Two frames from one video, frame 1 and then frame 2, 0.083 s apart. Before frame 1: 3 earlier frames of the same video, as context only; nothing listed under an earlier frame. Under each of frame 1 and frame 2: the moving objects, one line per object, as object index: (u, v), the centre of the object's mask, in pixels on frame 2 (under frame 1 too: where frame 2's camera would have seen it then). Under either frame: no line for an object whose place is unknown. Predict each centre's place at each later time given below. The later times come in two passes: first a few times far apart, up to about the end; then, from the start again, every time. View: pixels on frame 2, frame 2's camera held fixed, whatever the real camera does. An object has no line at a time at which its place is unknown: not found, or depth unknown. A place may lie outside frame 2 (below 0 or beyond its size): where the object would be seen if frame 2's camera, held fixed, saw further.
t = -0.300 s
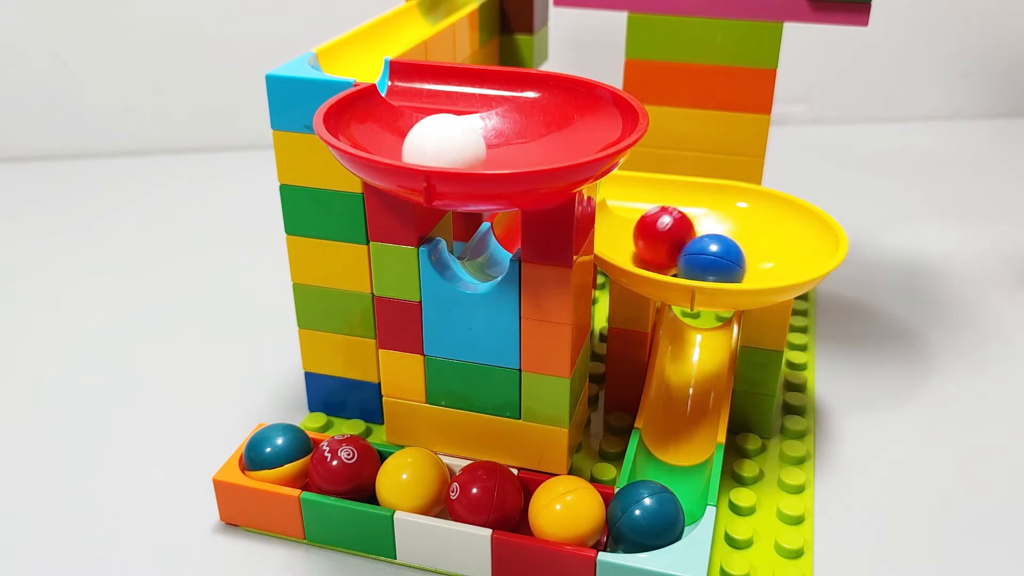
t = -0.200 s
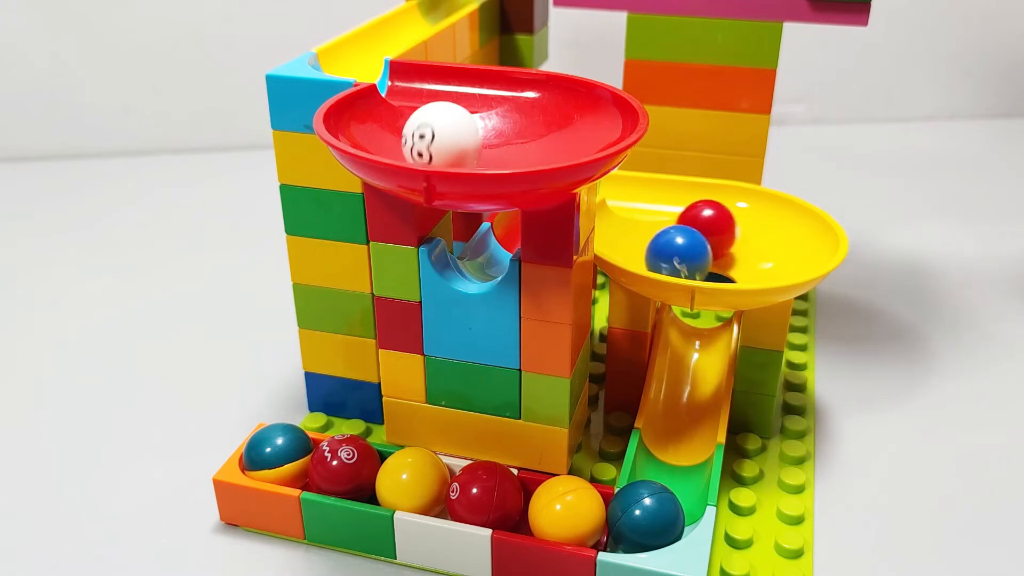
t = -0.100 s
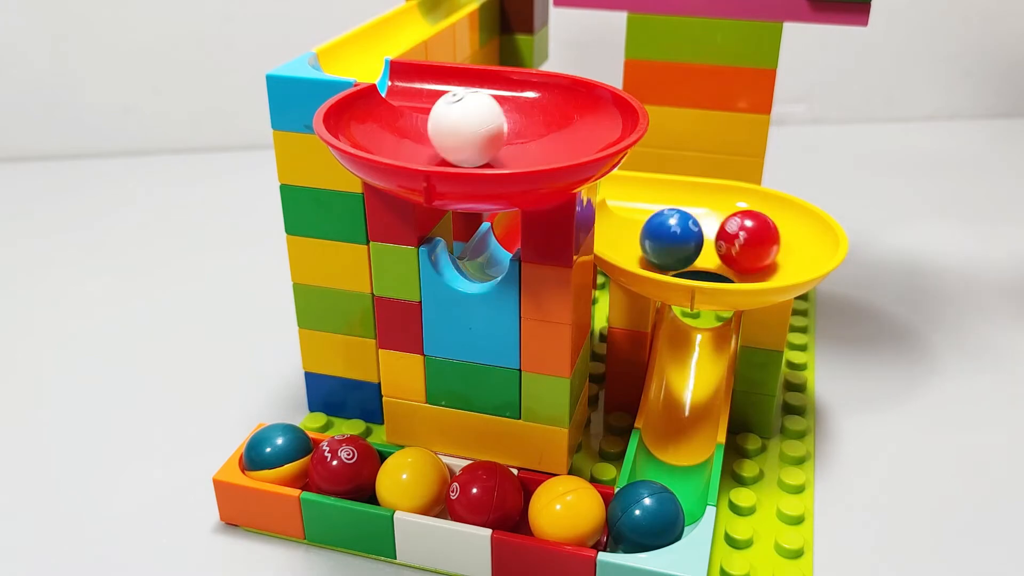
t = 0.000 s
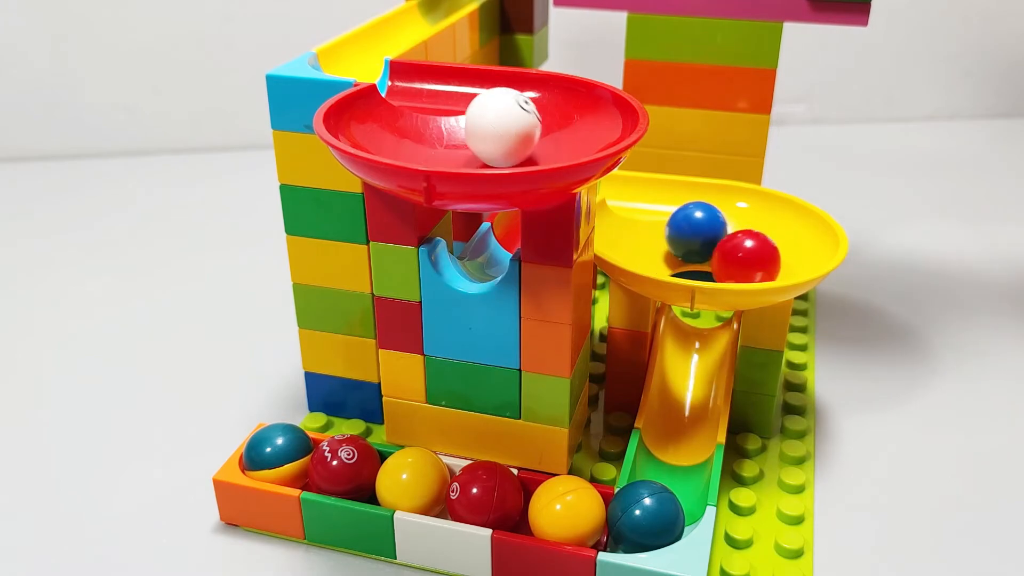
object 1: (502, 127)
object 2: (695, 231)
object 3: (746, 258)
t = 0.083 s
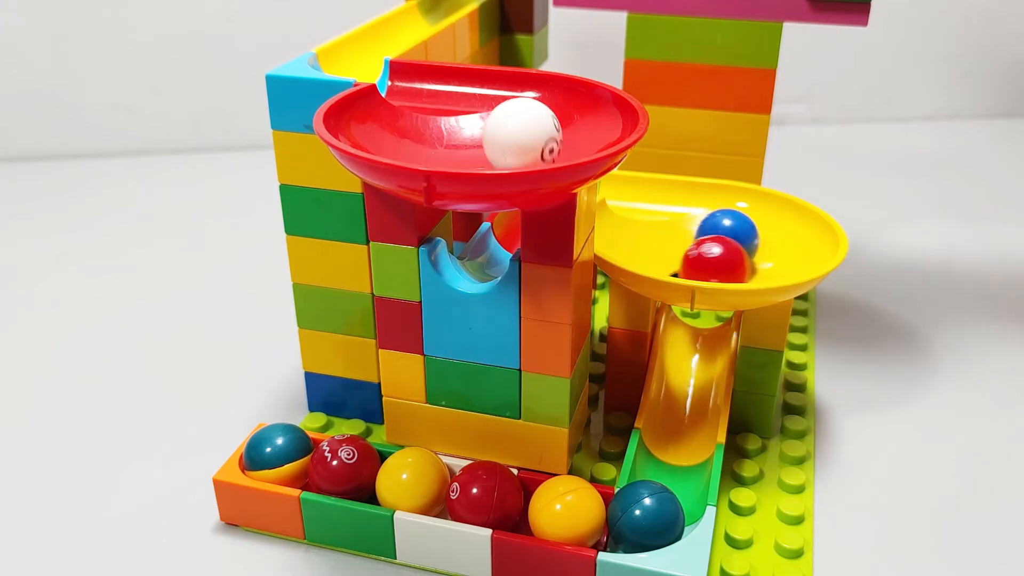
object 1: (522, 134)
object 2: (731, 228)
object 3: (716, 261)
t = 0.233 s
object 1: (508, 145)
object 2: (733, 259)
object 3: (660, 246)
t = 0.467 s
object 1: (436, 138)
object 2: (669, 248)
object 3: (733, 239)
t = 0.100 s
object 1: (524, 136)
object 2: (738, 235)
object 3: (708, 261)
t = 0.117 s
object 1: (525, 137)
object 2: (741, 241)
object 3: (700, 260)
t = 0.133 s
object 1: (525, 139)
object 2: (742, 247)
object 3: (692, 259)
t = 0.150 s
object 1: (524, 140)
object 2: (742, 251)
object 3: (684, 257)
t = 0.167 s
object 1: (523, 141)
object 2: (741, 253)
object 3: (677, 256)
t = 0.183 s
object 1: (520, 142)
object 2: (741, 255)
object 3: (671, 253)
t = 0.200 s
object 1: (517, 143)
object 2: (739, 257)
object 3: (666, 251)
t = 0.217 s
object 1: (513, 144)
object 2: (737, 258)
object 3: (663, 248)
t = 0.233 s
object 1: (508, 145)
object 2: (733, 259)
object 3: (660, 246)
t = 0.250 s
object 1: (503, 146)
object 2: (729, 260)
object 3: (660, 244)
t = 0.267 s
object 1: (497, 146)
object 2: (724, 260)
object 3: (660, 242)
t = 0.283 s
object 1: (490, 147)
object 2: (719, 260)
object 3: (661, 240)
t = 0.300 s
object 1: (484, 147)
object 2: (713, 260)
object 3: (663, 237)
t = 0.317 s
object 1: (477, 147)
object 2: (707, 260)
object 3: (668, 230)
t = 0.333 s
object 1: (470, 147)
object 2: (701, 259)
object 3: (673, 225)
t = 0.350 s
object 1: (463, 146)
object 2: (696, 258)
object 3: (680, 221)
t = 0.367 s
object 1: (457, 145)
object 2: (690, 257)
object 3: (690, 218)
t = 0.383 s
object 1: (451, 144)
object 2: (685, 256)
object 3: (700, 220)
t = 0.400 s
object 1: (446, 143)
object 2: (680, 254)
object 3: (709, 224)
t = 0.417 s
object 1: (443, 141)
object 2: (676, 253)
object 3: (716, 228)
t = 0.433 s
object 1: (440, 141)
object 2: (673, 251)
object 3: (722, 232)
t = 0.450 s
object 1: (438, 139)
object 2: (670, 250)
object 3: (727, 235)
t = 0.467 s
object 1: (436, 138)
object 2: (669, 248)
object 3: (733, 239)
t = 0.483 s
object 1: (436, 136)
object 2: (668, 246)
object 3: (738, 242)
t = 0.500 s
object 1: (436, 135)
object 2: (669, 244)
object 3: (743, 246)
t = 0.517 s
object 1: (438, 134)
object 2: (671, 241)
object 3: (747, 249)
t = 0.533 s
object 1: (440, 133)
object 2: (673, 239)
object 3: (750, 252)
